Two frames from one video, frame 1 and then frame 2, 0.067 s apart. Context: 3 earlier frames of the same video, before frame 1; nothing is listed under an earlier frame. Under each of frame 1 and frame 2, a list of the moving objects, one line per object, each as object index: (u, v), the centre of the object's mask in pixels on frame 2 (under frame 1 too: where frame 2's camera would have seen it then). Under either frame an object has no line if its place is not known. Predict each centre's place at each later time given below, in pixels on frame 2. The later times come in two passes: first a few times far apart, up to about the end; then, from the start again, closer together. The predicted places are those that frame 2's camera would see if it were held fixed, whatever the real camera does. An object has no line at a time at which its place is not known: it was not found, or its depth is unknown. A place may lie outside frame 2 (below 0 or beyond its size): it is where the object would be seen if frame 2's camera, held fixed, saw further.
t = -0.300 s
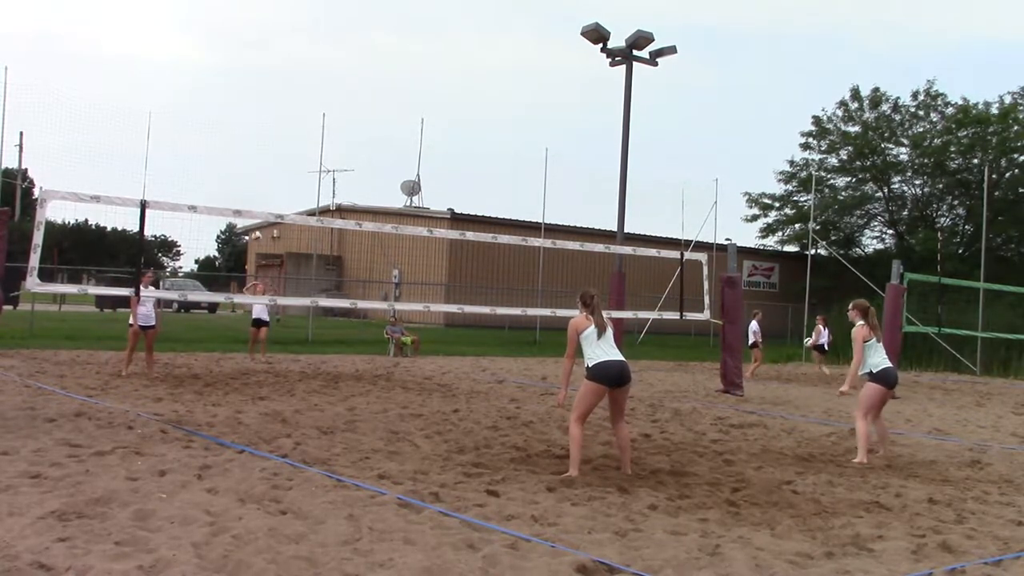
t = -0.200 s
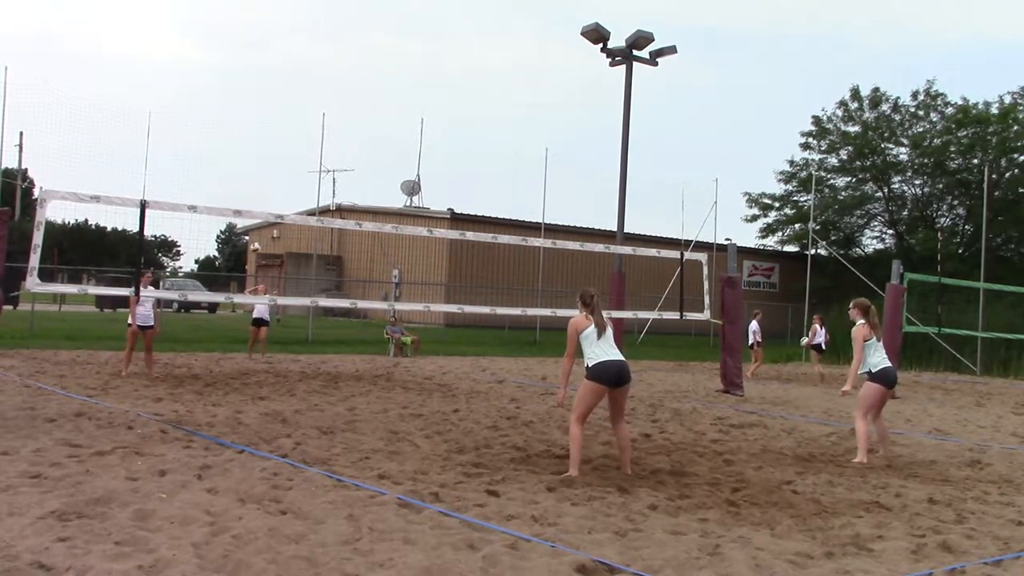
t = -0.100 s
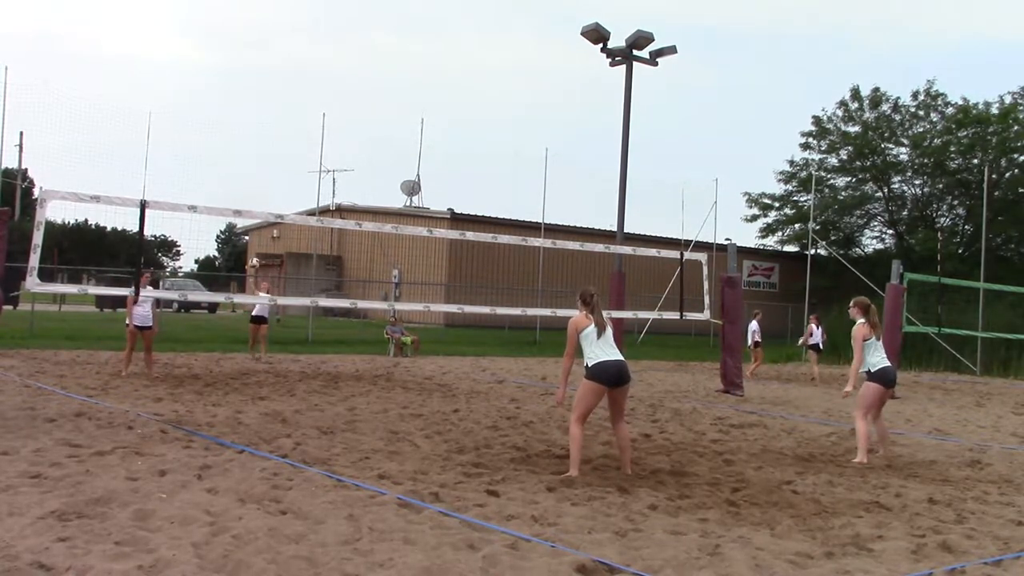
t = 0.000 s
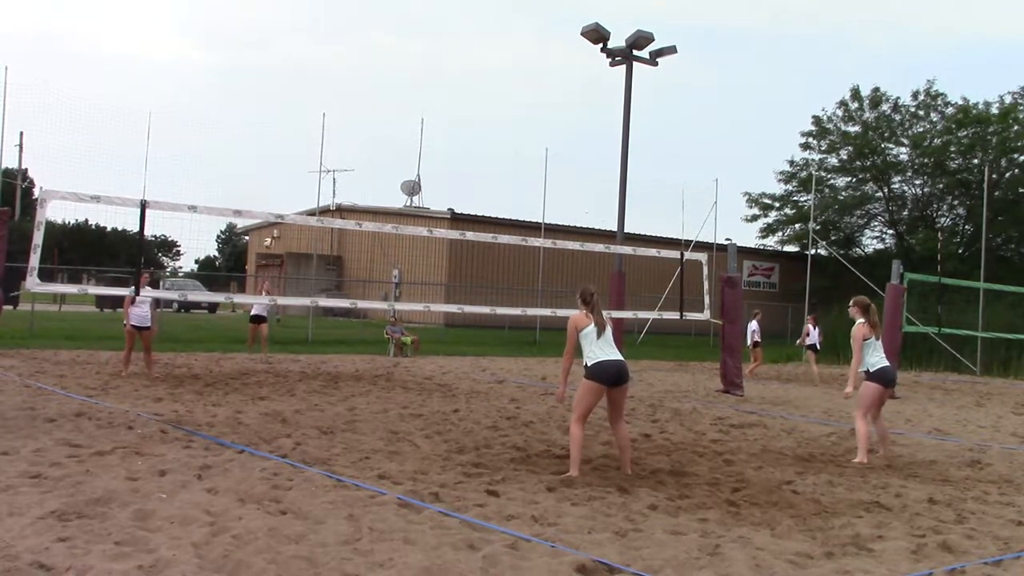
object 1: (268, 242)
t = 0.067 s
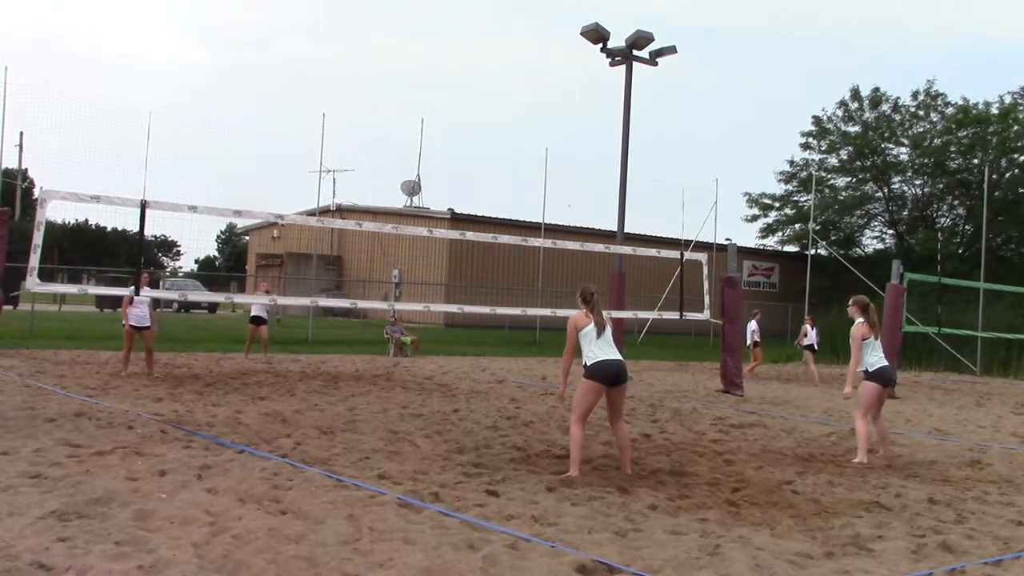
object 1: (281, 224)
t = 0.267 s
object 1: (331, 165)
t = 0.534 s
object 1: (407, 116)
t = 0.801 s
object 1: (496, 104)
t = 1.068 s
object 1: (600, 146)
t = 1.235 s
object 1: (676, 206)
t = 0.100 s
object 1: (290, 210)
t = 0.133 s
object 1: (298, 201)
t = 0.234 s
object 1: (323, 173)
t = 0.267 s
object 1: (331, 165)
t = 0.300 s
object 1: (340, 157)
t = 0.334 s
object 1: (349, 149)
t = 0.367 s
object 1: (358, 142)
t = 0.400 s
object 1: (368, 136)
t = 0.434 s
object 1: (377, 130)
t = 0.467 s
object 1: (387, 125)
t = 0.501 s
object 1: (397, 121)
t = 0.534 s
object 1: (407, 116)
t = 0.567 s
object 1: (417, 113)
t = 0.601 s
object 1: (428, 110)
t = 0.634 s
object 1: (438, 106)
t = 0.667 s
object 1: (449, 105)
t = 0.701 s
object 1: (461, 104)
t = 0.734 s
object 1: (472, 103)
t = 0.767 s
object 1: (484, 103)
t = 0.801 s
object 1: (496, 104)
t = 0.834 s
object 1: (508, 106)
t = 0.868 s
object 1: (520, 109)
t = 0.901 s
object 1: (533, 113)
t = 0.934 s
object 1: (546, 118)
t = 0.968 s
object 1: (559, 124)
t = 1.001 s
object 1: (572, 130)
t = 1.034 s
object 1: (587, 138)
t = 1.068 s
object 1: (600, 146)
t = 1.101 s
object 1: (614, 156)
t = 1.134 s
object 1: (629, 166)
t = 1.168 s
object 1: (644, 178)
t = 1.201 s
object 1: (660, 191)
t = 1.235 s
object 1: (676, 206)
